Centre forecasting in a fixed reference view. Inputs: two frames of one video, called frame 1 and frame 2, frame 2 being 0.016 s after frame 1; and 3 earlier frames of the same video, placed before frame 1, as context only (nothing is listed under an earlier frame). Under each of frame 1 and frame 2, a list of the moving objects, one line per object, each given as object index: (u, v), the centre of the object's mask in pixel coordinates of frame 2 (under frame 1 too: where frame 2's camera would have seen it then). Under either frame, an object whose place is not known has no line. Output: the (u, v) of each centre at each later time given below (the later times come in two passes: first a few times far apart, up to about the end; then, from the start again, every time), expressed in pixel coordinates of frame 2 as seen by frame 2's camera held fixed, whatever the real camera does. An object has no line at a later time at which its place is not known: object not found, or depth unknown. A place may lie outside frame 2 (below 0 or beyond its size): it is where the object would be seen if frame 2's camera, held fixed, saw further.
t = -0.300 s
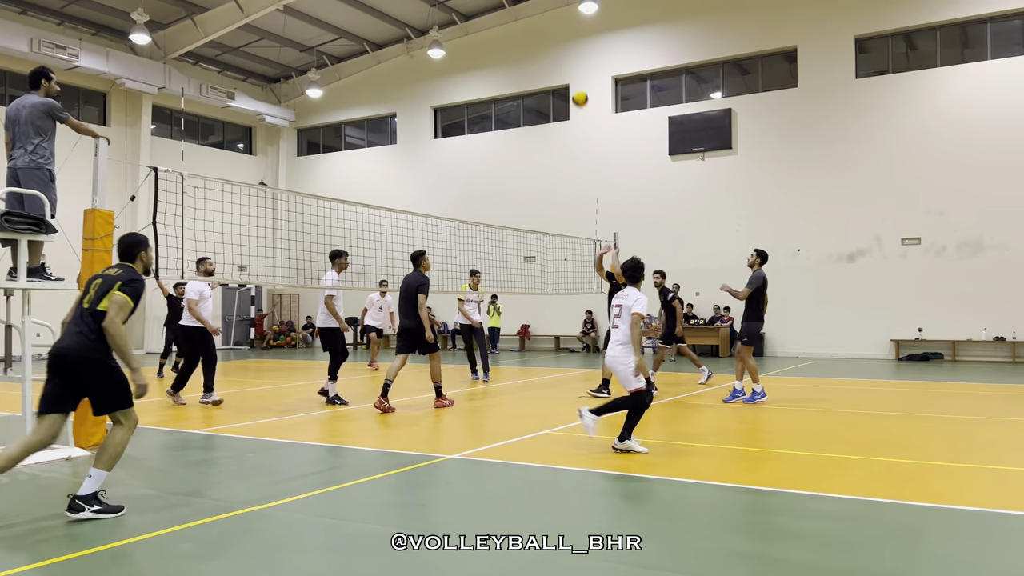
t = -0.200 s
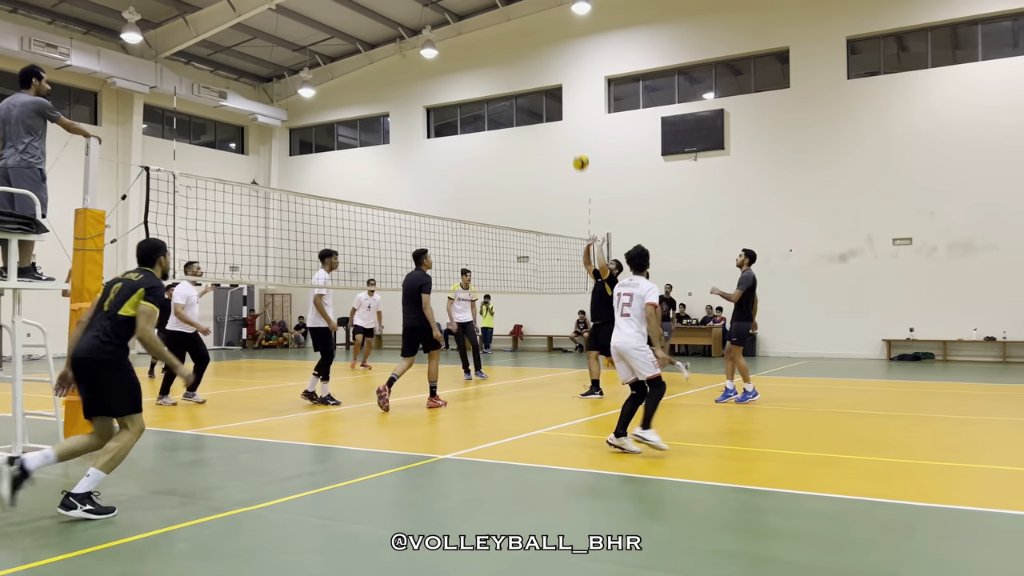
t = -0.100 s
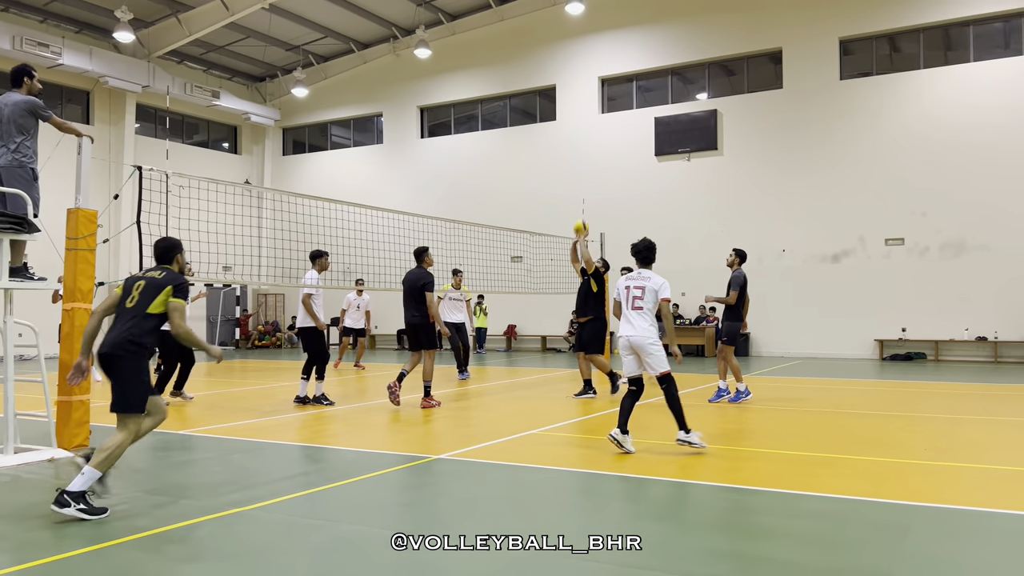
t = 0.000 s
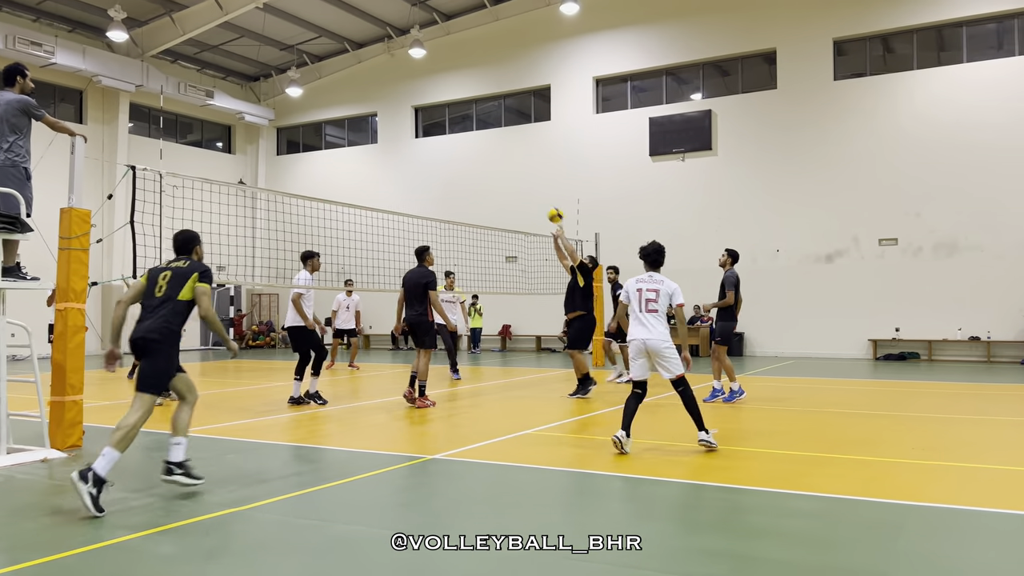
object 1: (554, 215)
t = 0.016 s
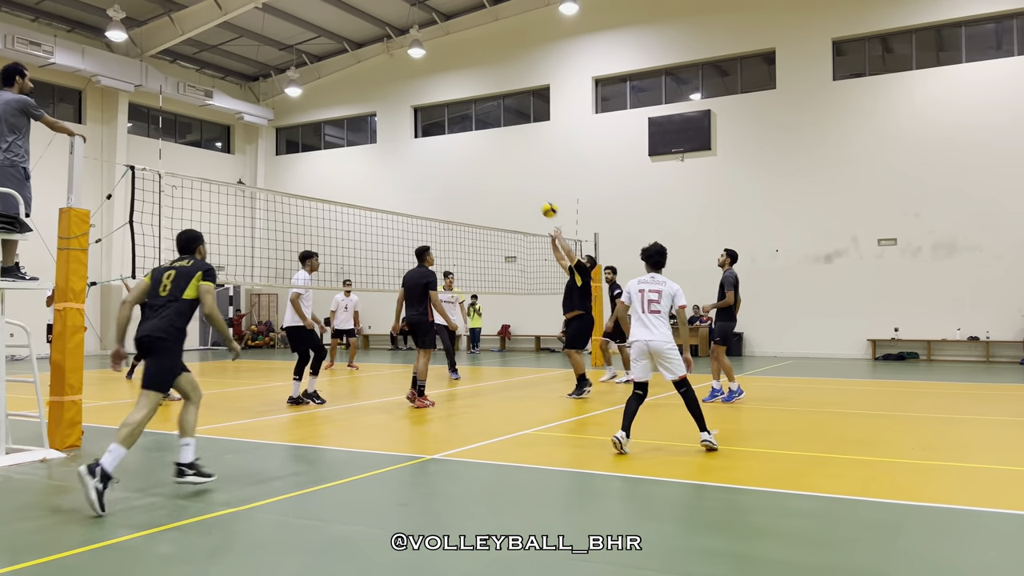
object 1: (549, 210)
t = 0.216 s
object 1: (487, 164)
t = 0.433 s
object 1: (424, 150)
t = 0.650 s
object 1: (366, 168)
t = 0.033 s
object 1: (544, 205)
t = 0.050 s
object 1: (538, 200)
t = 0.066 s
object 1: (533, 195)
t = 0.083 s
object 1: (528, 191)
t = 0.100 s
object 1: (523, 186)
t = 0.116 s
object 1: (517, 183)
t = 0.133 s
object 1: (512, 179)
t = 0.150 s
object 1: (507, 175)
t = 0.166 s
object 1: (502, 172)
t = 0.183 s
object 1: (497, 169)
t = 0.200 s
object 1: (492, 166)
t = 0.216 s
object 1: (487, 164)
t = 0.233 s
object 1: (482, 162)
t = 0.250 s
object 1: (477, 159)
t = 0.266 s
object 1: (472, 158)
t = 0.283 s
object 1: (467, 156)
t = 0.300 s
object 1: (462, 154)
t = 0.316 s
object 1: (458, 153)
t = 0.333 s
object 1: (452, 152)
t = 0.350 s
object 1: (448, 151)
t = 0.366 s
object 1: (443, 150)
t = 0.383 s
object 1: (438, 150)
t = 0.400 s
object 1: (433, 150)
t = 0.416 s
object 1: (429, 149)
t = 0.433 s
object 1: (424, 150)
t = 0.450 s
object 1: (419, 150)
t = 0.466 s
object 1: (415, 150)
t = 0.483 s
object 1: (410, 151)
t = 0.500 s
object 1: (406, 152)
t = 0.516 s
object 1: (401, 153)
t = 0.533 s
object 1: (397, 154)
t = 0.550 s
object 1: (392, 155)
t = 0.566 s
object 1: (388, 157)
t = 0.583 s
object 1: (384, 159)
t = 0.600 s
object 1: (379, 161)
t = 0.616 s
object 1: (375, 163)
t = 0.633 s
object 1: (370, 165)
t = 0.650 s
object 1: (366, 168)
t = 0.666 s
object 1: (362, 171)
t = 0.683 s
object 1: (358, 173)
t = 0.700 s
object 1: (354, 176)
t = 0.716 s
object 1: (349, 180)
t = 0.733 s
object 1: (345, 183)
